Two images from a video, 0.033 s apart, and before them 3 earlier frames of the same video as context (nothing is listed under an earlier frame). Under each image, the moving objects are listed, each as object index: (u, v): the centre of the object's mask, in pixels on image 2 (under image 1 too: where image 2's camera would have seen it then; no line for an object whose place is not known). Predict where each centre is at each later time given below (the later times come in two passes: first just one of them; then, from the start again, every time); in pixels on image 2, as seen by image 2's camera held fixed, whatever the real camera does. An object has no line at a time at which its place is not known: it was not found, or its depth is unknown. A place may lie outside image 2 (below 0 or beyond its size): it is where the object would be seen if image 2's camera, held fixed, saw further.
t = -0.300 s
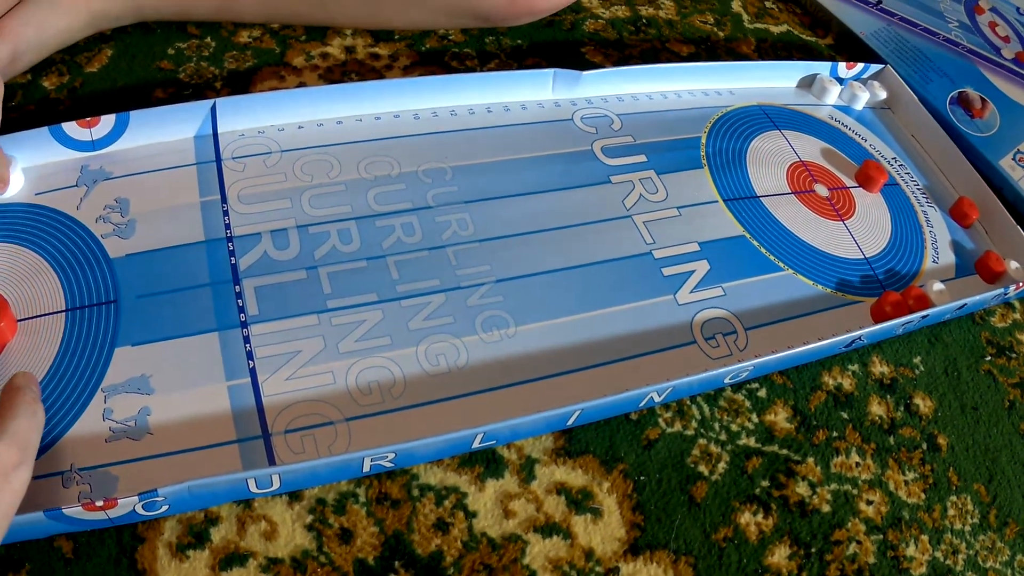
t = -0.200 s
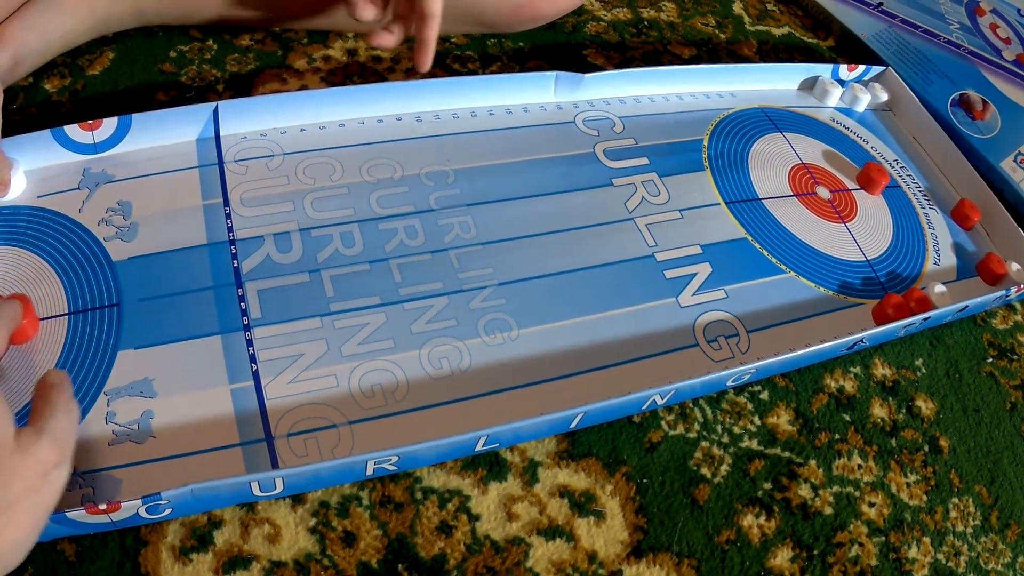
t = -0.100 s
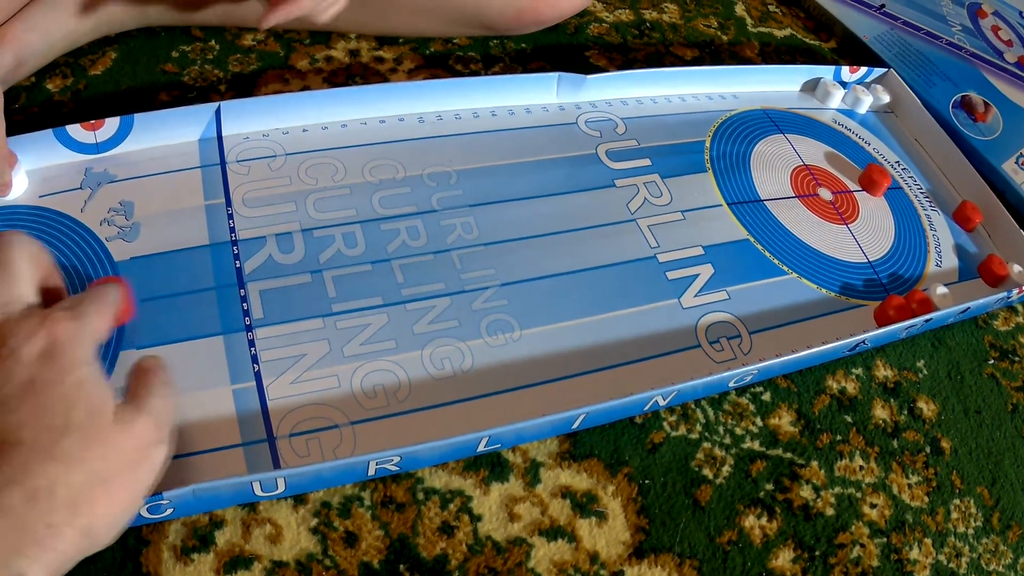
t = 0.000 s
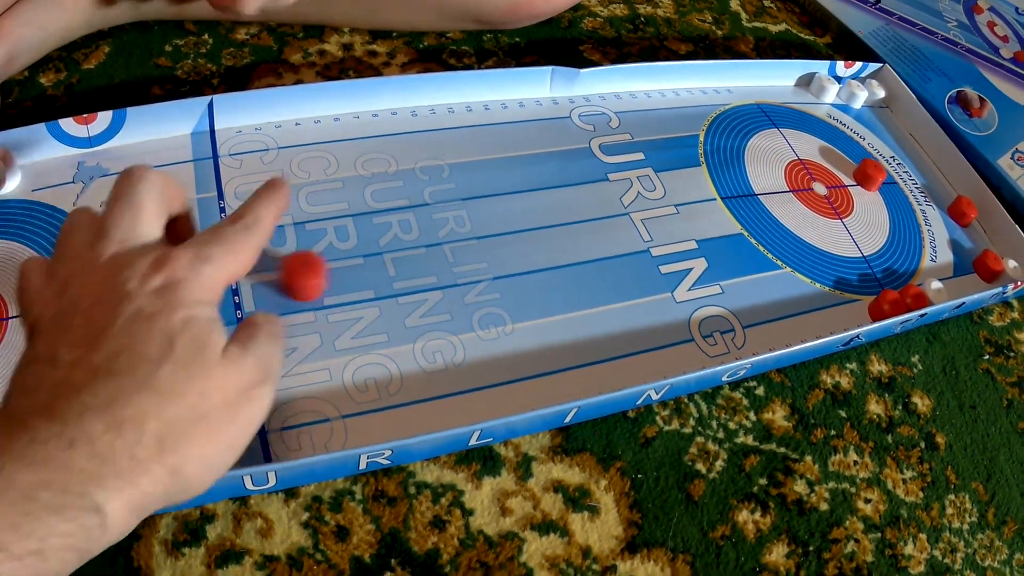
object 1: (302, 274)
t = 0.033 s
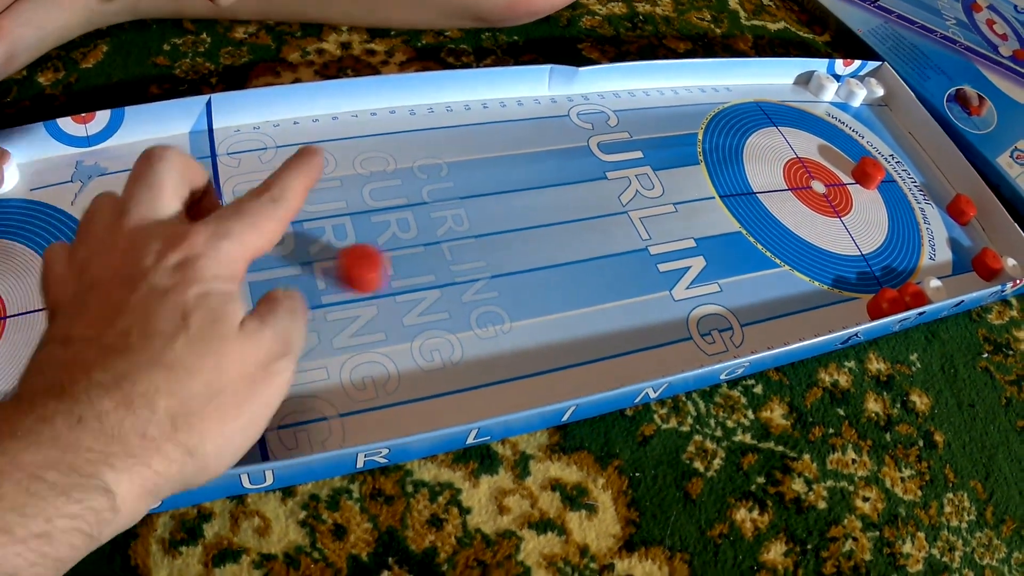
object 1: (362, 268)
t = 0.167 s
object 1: (567, 246)
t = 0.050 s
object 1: (390, 265)
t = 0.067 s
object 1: (420, 261)
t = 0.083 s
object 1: (443, 259)
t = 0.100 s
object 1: (469, 256)
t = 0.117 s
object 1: (497, 254)
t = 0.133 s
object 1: (517, 251)
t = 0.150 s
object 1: (542, 249)
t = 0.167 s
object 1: (567, 246)
